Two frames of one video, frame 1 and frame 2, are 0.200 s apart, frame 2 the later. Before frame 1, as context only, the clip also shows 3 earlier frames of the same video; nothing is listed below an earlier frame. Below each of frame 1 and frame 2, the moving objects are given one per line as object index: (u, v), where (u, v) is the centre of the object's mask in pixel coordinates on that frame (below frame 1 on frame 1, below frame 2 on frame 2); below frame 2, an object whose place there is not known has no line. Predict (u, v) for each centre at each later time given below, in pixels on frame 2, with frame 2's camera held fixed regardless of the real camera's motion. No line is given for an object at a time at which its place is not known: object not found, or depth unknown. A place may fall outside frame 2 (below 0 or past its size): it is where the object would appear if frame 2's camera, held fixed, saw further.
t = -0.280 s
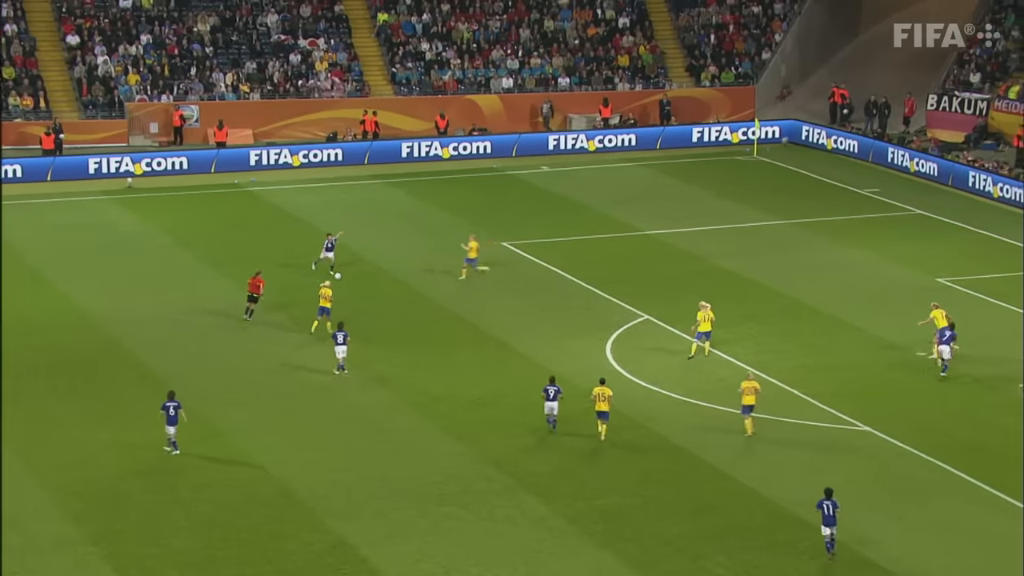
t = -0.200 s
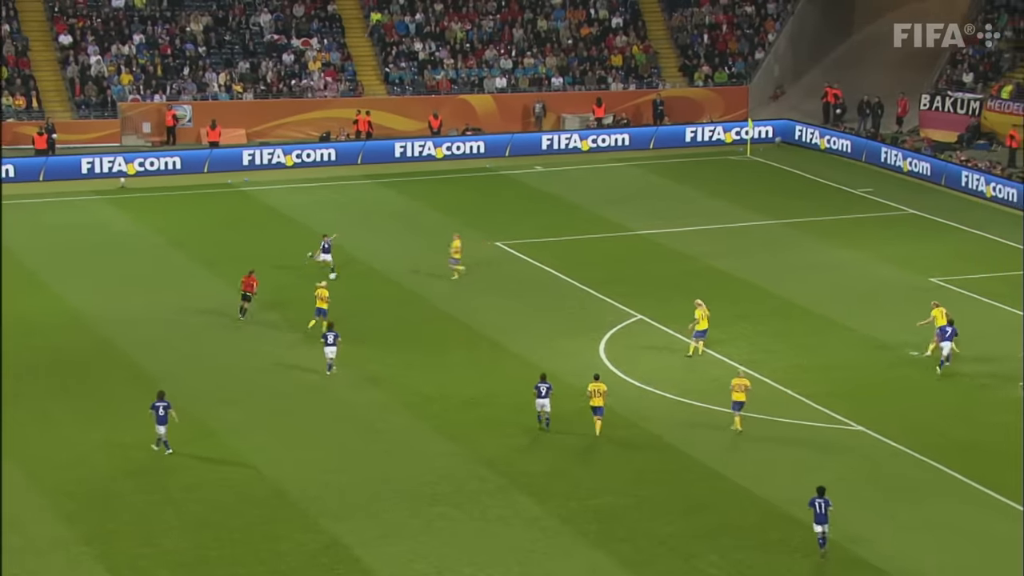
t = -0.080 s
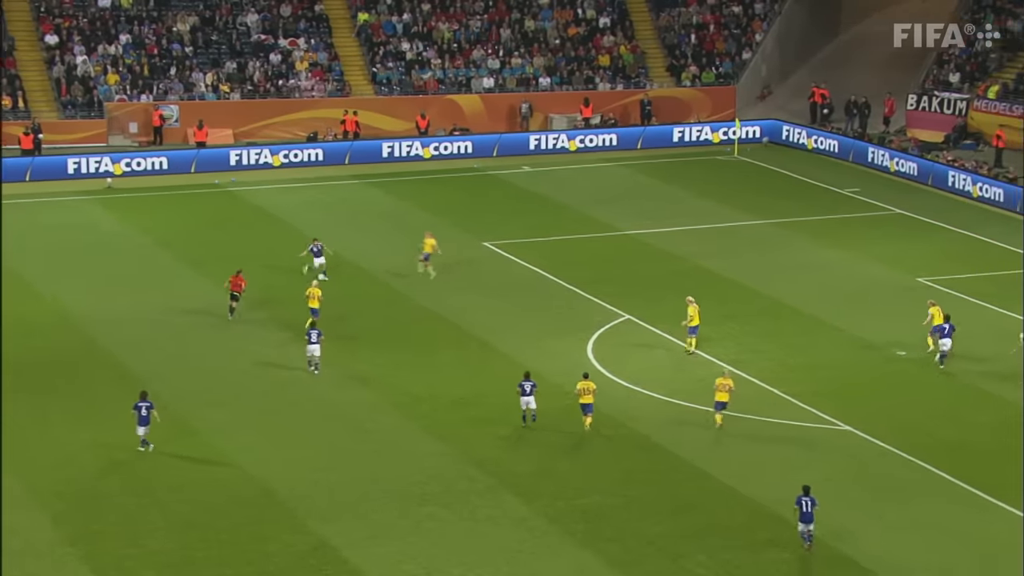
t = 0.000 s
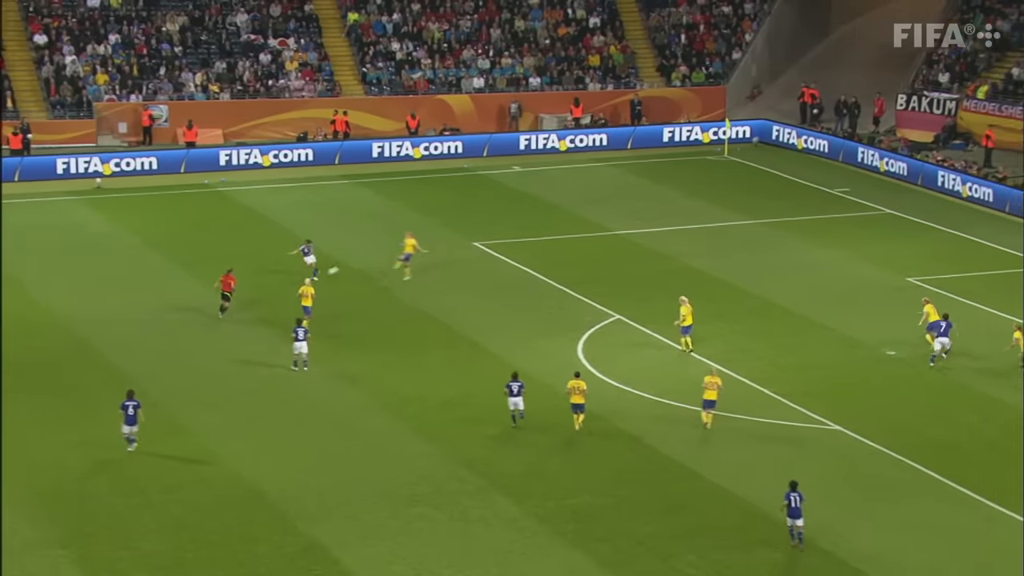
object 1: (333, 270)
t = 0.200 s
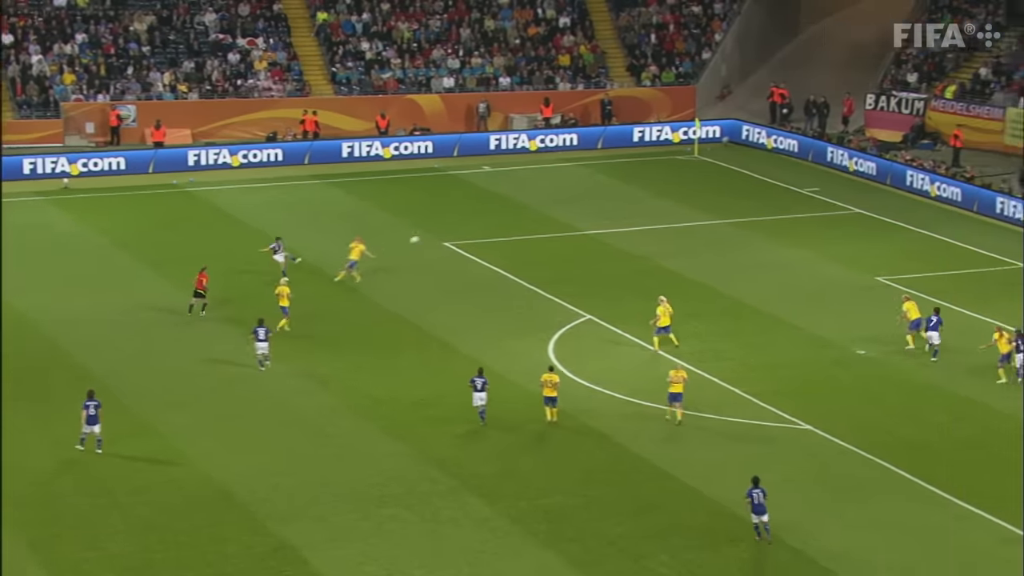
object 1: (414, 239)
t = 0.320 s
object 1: (477, 226)
